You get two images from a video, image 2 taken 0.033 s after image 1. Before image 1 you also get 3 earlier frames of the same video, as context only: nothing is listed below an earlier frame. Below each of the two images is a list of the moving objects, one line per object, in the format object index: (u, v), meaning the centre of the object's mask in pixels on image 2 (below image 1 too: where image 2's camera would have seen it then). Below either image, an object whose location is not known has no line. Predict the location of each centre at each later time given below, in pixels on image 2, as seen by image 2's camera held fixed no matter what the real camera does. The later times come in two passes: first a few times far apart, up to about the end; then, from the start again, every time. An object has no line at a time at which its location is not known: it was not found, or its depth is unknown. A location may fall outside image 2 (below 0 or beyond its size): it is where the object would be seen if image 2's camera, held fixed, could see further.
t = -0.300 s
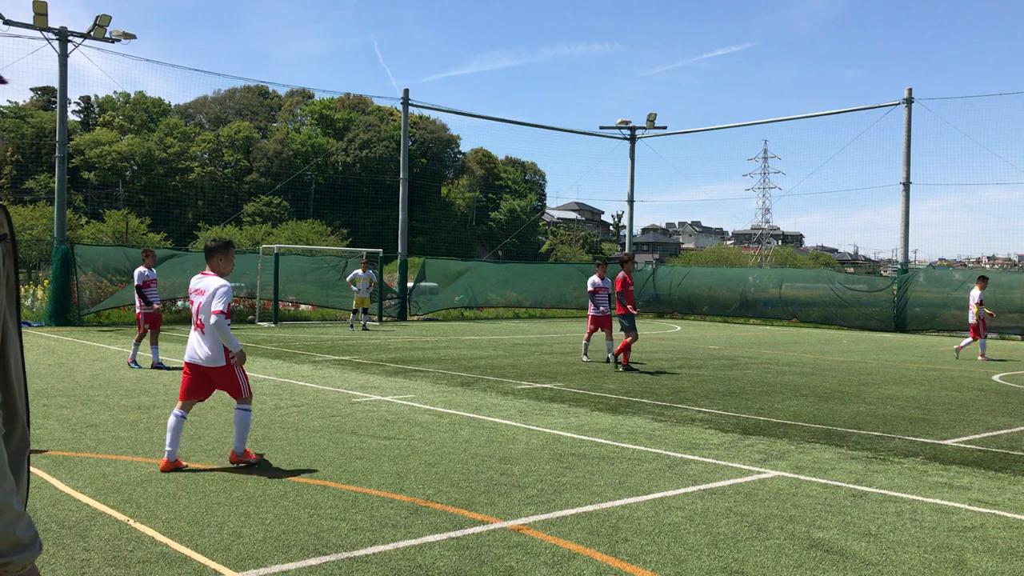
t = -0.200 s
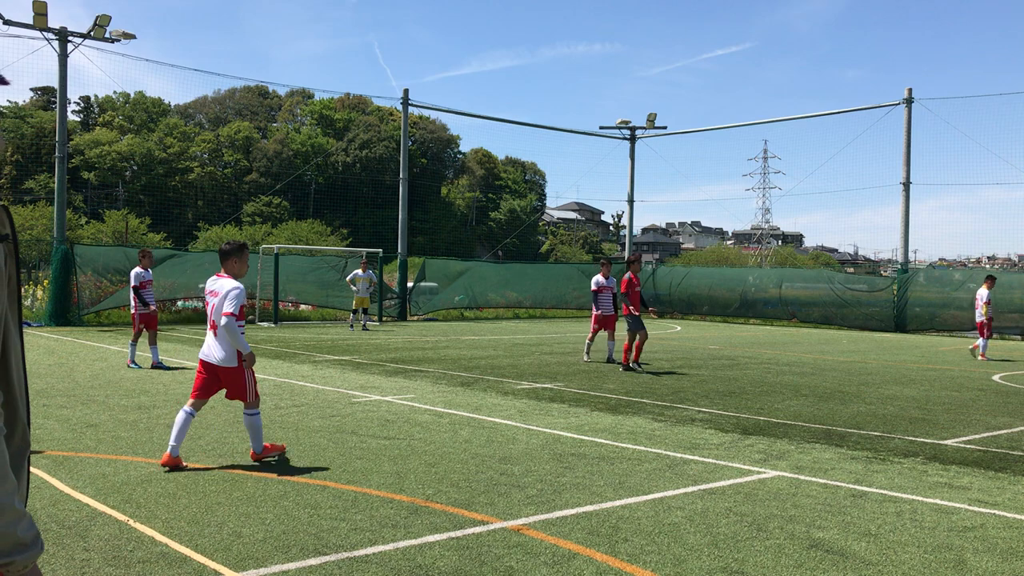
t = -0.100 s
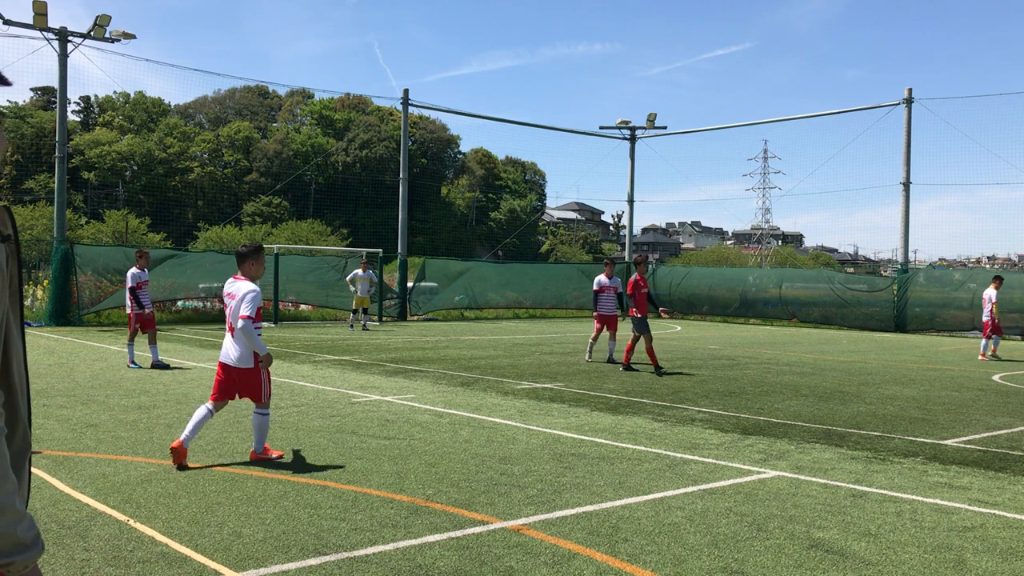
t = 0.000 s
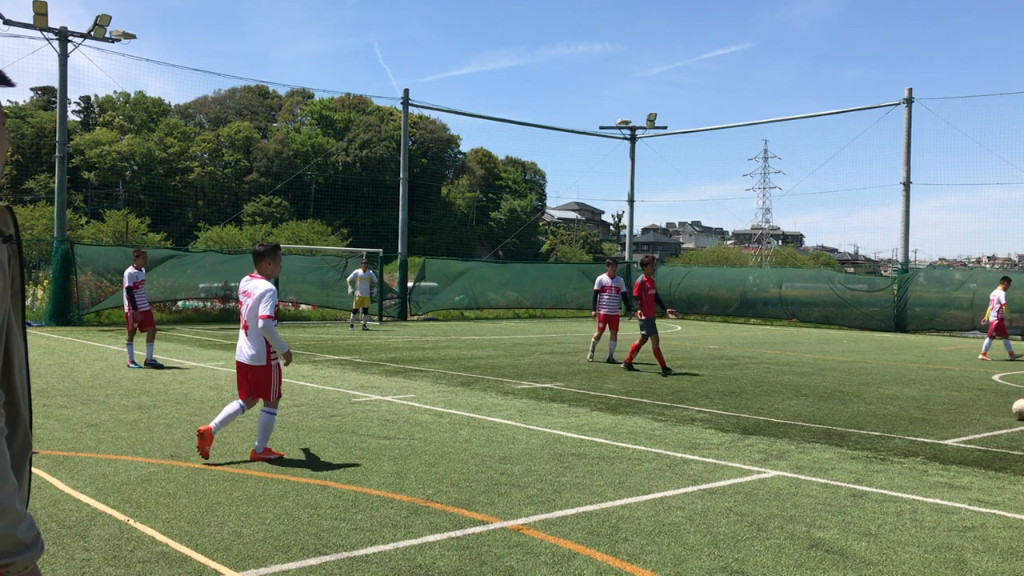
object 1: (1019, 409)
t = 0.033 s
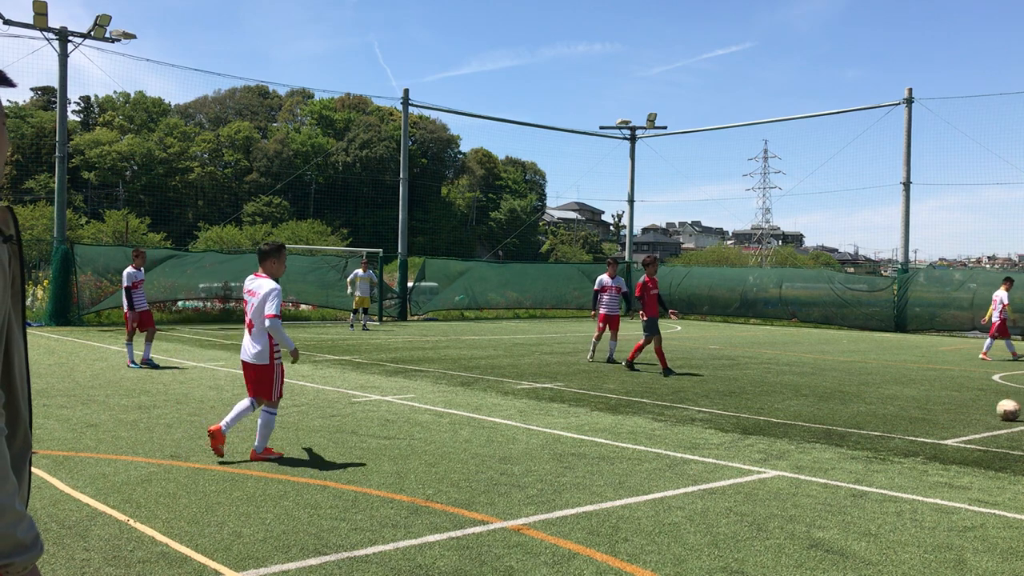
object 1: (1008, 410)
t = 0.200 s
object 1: (936, 410)
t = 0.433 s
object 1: (845, 412)
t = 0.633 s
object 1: (766, 413)
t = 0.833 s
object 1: (686, 414)
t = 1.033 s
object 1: (605, 415)
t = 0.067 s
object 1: (993, 410)
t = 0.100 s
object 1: (978, 410)
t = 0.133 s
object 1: (963, 411)
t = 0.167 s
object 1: (949, 410)
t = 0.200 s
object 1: (936, 410)
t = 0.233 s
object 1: (922, 411)
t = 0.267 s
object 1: (910, 411)
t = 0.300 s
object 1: (897, 411)
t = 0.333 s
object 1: (884, 411)
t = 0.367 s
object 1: (871, 411)
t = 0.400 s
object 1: (858, 412)
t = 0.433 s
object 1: (845, 412)
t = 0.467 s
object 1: (832, 412)
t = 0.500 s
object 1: (819, 413)
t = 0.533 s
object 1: (806, 412)
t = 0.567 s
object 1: (793, 412)
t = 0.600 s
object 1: (779, 413)
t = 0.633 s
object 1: (766, 413)
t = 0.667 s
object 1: (753, 414)
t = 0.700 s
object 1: (740, 414)
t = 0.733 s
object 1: (726, 414)
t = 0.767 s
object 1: (713, 414)
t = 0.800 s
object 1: (700, 414)
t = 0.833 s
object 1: (686, 414)
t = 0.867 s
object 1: (673, 415)
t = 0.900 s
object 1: (659, 415)
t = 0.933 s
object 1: (645, 415)
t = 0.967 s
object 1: (632, 415)
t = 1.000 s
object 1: (618, 415)
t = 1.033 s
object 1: (605, 415)
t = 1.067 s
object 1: (592, 415)
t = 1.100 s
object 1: (578, 415)
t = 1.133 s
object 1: (565, 416)
